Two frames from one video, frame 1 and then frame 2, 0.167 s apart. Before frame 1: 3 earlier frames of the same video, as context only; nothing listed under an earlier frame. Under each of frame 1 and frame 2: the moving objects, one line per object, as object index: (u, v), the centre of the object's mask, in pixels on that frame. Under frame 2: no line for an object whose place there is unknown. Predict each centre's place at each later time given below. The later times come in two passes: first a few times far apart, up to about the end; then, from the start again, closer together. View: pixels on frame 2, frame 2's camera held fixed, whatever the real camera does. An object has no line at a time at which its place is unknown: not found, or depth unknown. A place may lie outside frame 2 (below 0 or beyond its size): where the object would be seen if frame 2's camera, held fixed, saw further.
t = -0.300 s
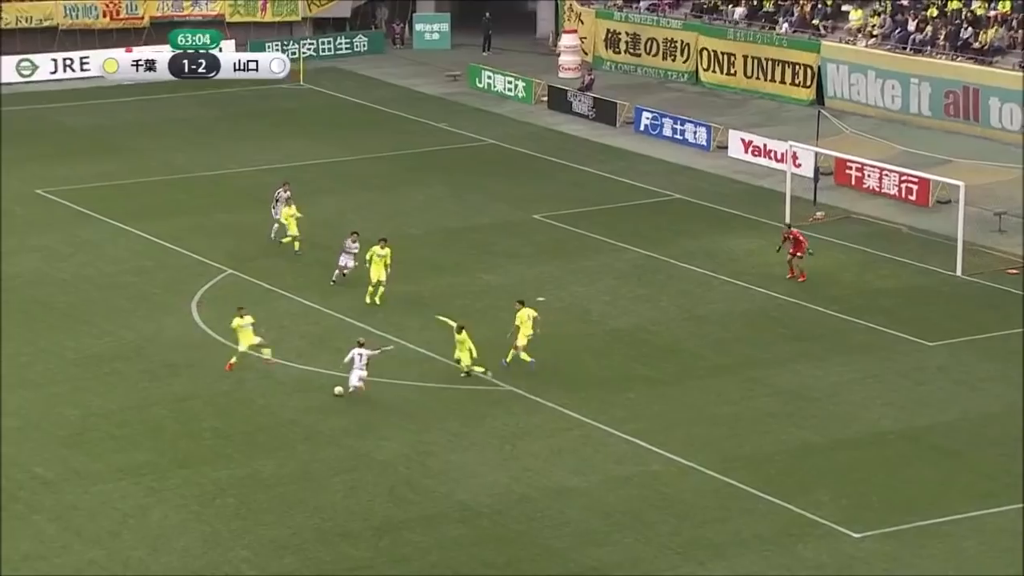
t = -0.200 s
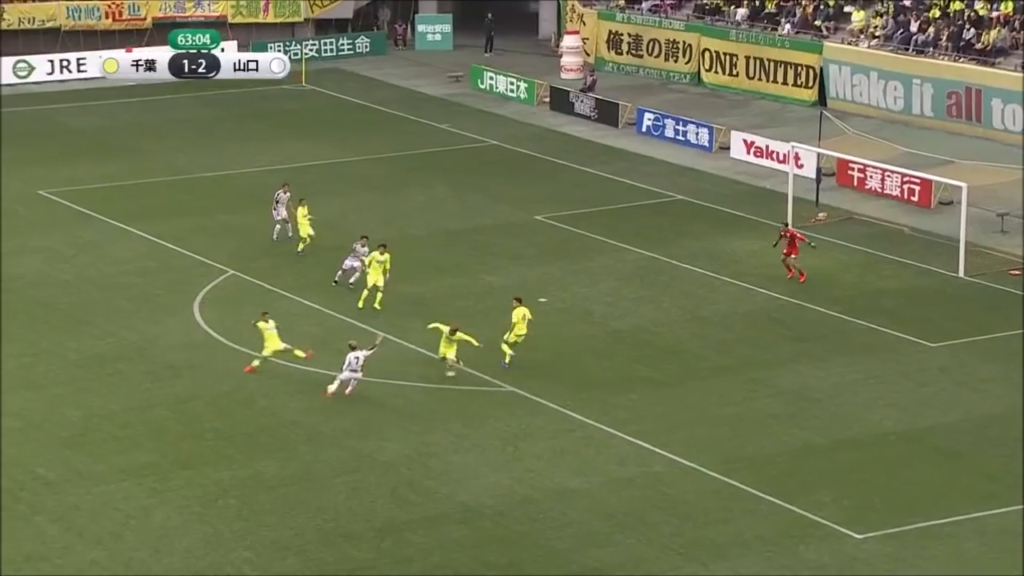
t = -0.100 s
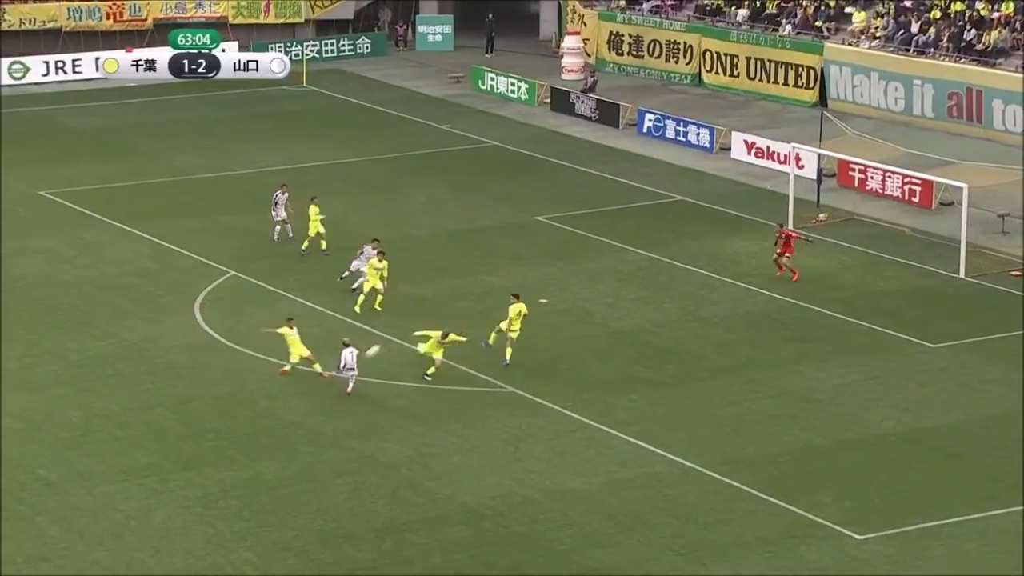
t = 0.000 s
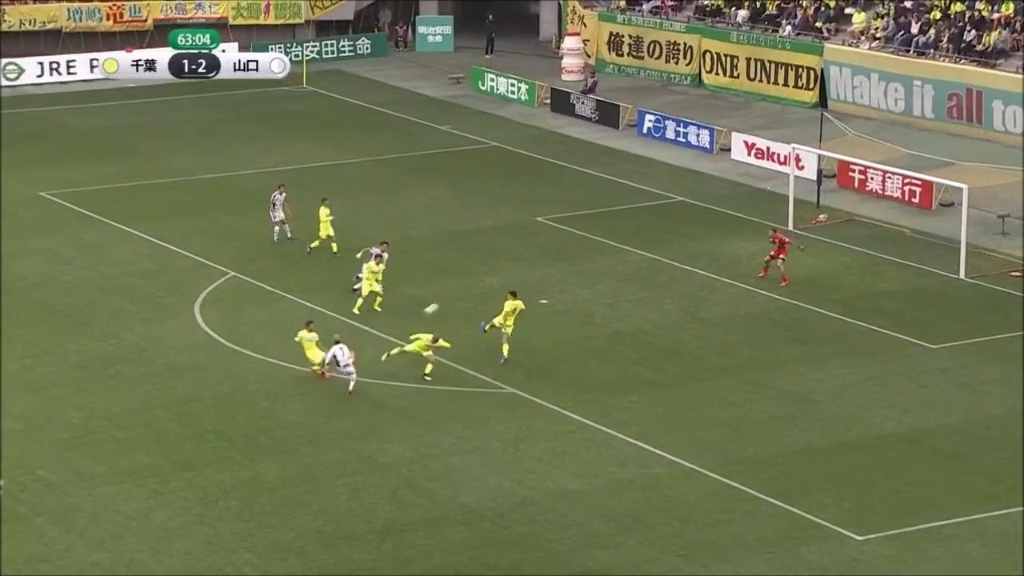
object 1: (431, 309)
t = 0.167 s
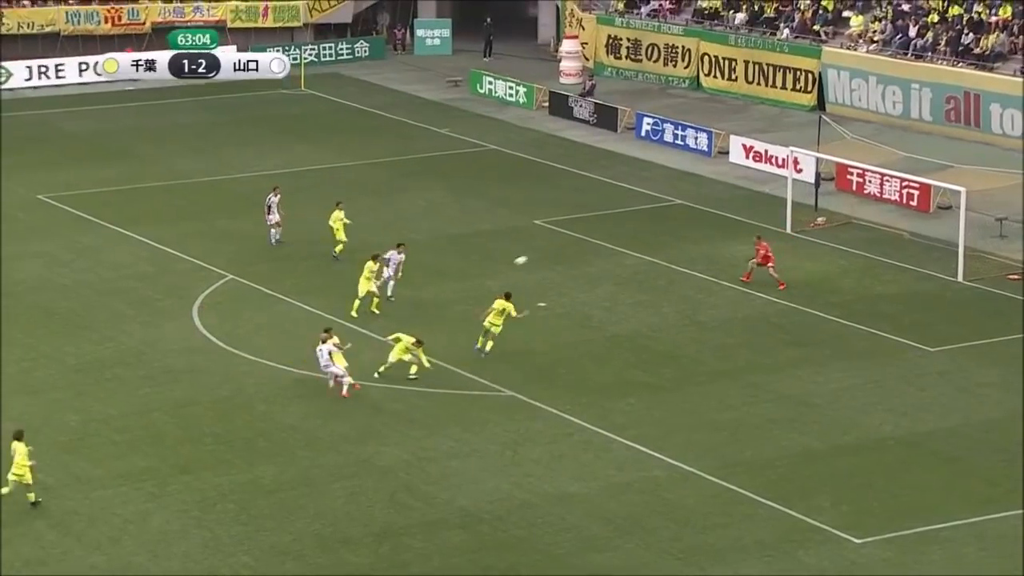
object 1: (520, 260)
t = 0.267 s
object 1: (573, 239)
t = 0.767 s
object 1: (812, 218)
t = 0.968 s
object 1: (853, 205)
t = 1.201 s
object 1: (853, 189)
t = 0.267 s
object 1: (573, 239)
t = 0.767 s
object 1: (812, 218)
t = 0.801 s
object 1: (826, 221)
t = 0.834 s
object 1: (838, 222)
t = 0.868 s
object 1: (846, 218)
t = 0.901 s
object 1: (851, 214)
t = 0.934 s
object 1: (853, 209)
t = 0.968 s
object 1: (853, 205)
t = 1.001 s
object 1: (852, 201)
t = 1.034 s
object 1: (853, 198)
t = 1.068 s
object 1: (853, 195)
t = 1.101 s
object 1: (853, 194)
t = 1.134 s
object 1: (853, 192)
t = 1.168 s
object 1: (853, 190)
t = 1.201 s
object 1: (853, 189)
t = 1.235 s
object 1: (853, 189)
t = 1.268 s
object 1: (853, 188)
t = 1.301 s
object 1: (853, 188)
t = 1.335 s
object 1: (853, 188)
